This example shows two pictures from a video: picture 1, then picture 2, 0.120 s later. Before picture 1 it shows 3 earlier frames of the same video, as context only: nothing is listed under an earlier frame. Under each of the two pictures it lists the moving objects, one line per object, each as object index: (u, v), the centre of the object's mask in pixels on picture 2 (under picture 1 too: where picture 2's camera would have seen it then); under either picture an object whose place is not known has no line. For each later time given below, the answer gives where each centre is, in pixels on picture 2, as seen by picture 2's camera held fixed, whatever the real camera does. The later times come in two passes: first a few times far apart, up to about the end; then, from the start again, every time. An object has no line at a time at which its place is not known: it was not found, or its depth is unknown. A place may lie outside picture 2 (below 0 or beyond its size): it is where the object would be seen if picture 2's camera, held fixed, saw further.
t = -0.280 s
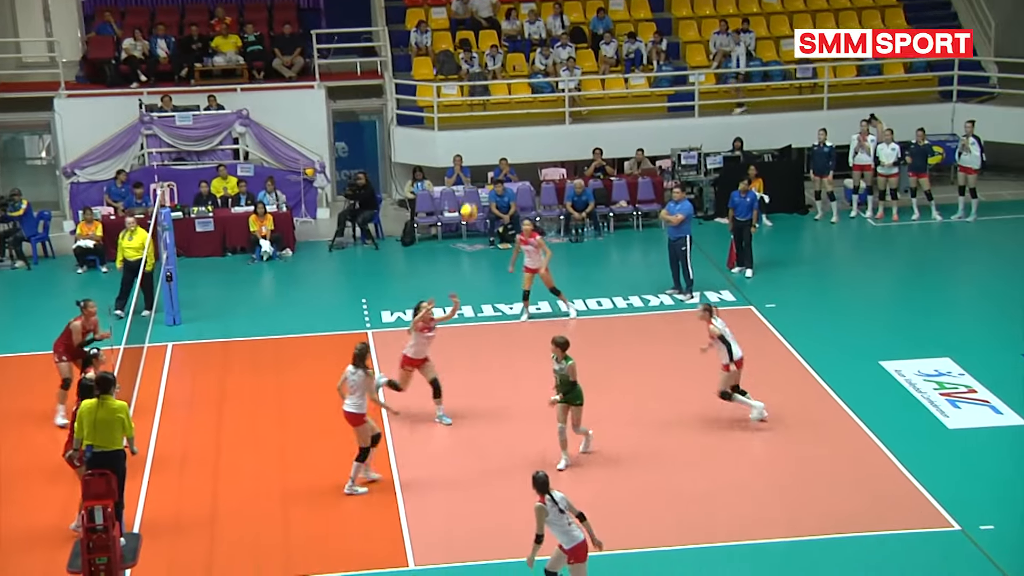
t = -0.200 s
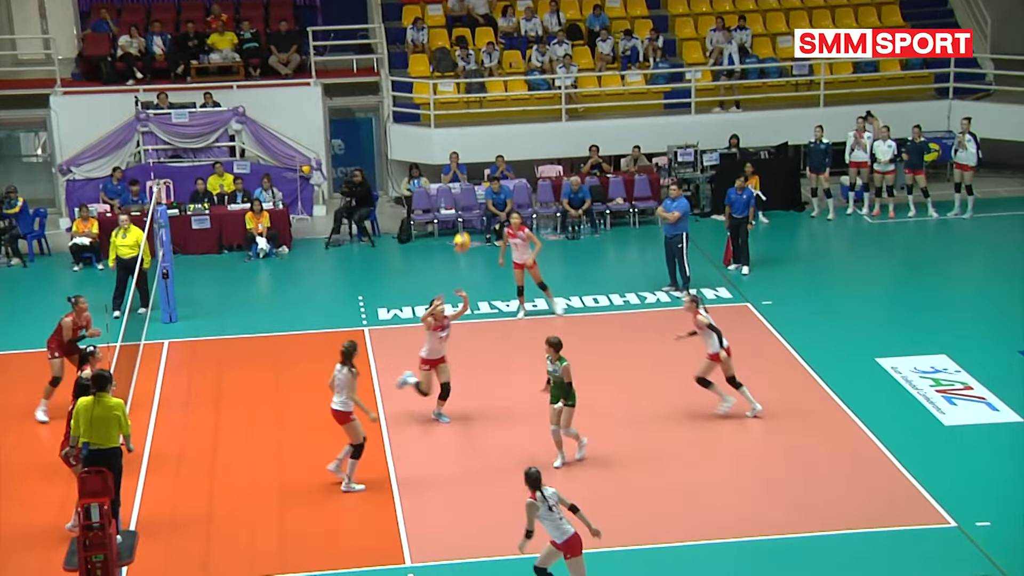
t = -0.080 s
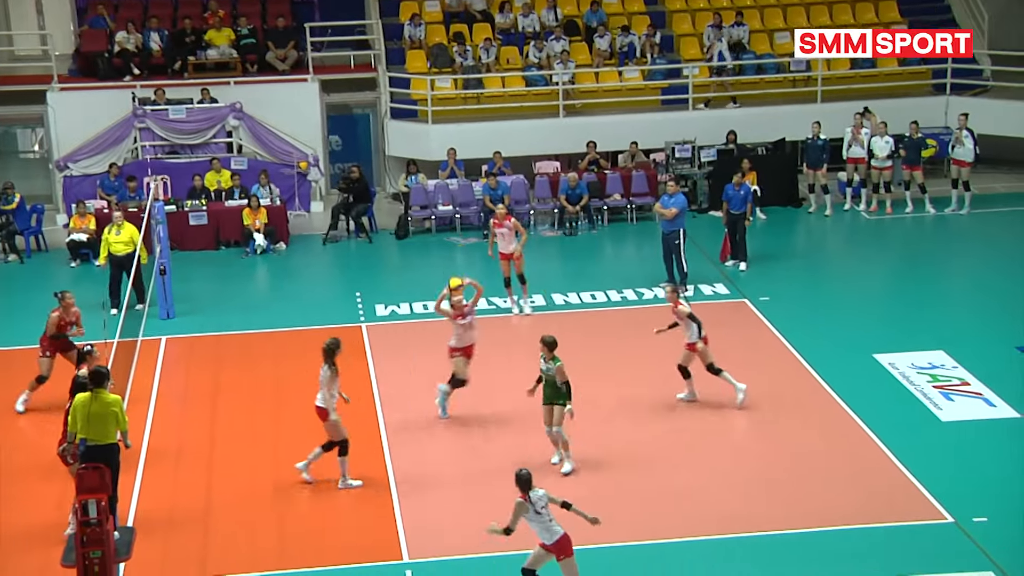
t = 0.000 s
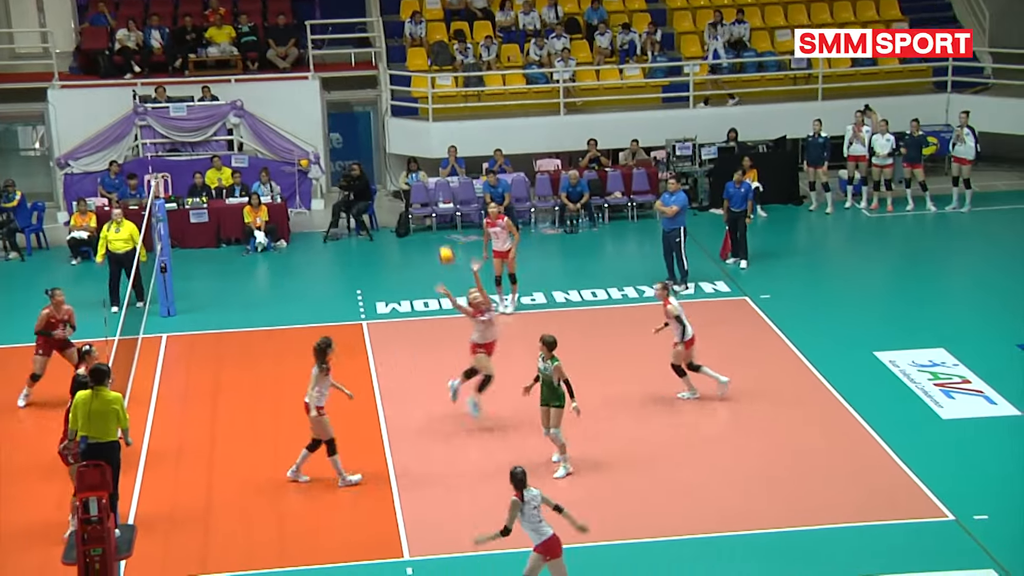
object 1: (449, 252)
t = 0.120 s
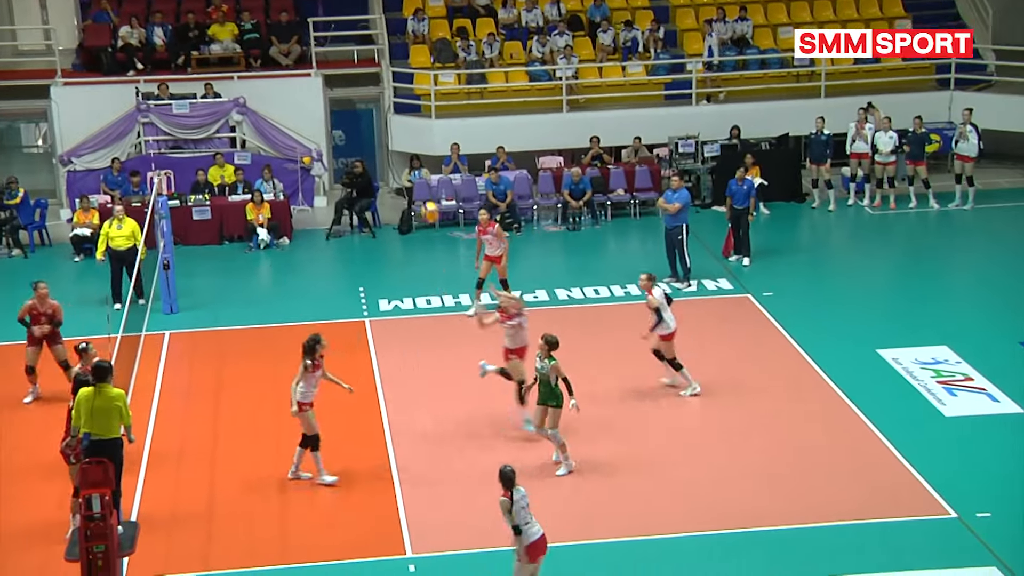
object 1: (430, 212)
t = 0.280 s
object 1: (407, 174)
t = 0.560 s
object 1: (367, 158)
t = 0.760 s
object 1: (339, 186)
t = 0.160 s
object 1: (424, 200)
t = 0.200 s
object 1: (417, 188)
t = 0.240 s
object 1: (411, 180)
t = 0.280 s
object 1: (407, 174)
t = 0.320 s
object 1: (401, 168)
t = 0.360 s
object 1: (396, 163)
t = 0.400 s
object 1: (390, 160)
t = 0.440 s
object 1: (384, 158)
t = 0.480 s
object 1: (379, 157)
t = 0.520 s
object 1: (373, 158)
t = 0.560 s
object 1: (367, 158)
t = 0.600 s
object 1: (361, 160)
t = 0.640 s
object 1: (356, 165)
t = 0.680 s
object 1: (351, 174)
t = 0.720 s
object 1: (346, 182)
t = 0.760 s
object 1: (339, 186)
